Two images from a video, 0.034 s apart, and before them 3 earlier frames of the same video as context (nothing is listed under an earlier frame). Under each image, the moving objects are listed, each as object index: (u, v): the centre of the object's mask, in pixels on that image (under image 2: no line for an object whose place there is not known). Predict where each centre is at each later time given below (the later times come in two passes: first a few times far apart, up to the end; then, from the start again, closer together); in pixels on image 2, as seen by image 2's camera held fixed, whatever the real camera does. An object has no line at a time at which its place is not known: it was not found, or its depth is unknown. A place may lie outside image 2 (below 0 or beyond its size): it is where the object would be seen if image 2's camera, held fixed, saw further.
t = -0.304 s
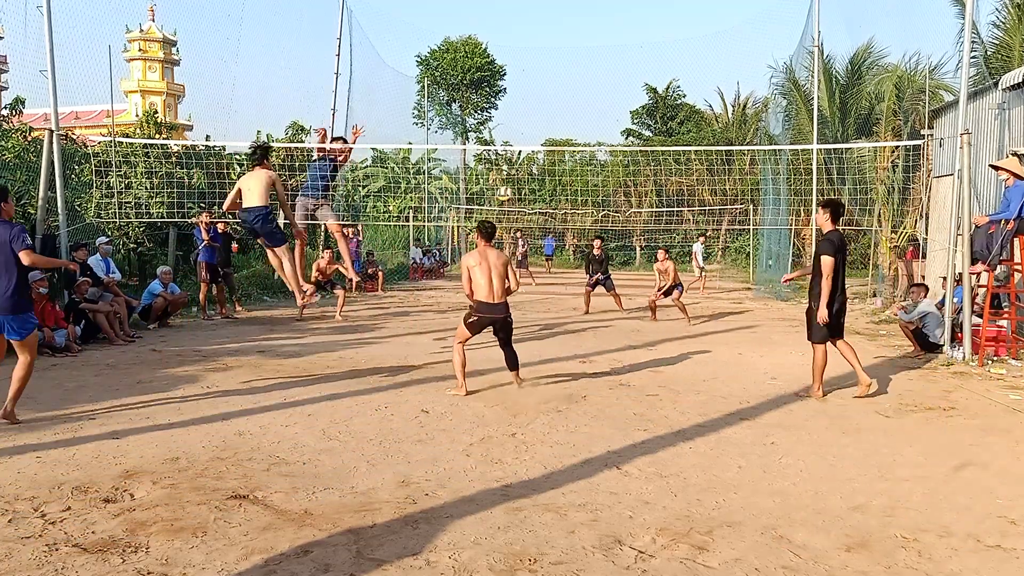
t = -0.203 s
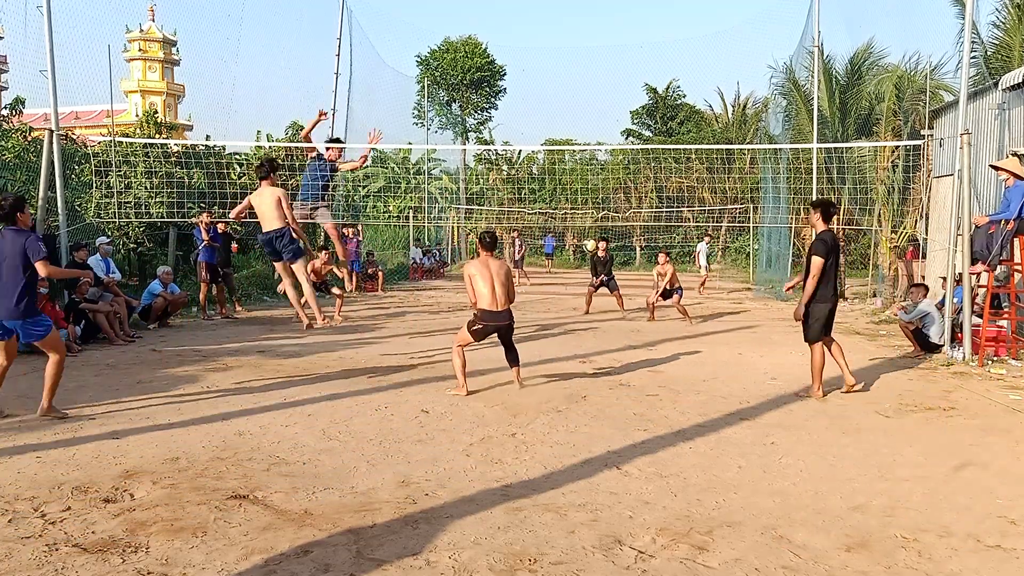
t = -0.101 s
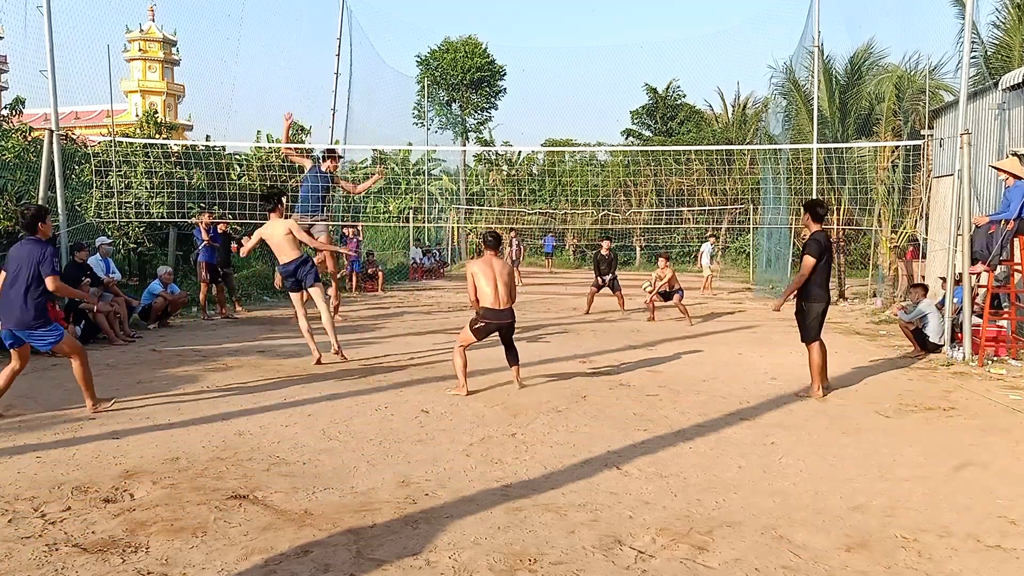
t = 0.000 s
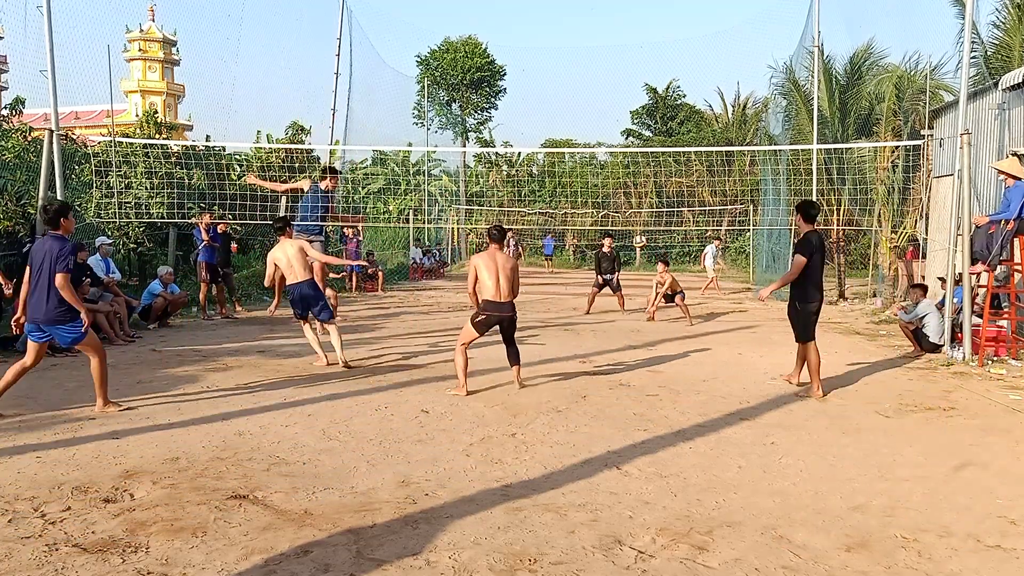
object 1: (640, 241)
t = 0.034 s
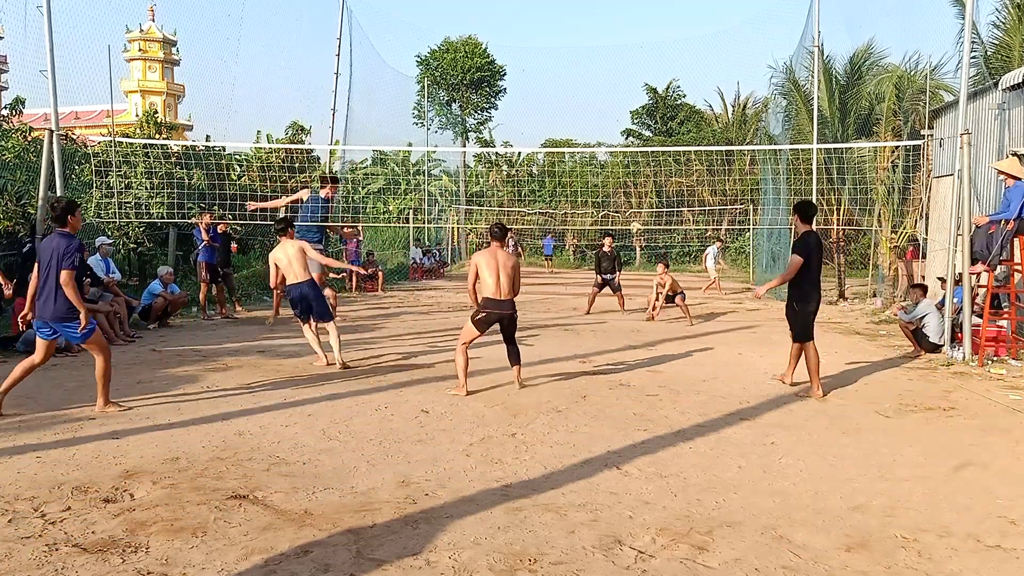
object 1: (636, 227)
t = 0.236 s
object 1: (621, 153)
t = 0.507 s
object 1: (599, 77)
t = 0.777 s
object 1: (572, 44)
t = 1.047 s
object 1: (541, 65)
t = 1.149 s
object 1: (527, 91)
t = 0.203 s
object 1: (623, 162)
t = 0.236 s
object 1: (621, 153)
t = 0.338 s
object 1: (613, 119)
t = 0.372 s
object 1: (610, 109)
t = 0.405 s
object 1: (607, 101)
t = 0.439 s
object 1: (604, 92)
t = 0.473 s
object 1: (601, 84)
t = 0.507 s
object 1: (599, 77)
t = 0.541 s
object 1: (595, 70)
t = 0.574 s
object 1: (592, 65)
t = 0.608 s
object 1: (589, 59)
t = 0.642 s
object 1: (586, 54)
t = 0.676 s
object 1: (583, 50)
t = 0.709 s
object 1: (579, 47)
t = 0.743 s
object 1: (576, 45)
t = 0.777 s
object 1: (572, 44)
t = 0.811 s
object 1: (569, 43)
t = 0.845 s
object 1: (565, 43)
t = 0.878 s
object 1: (561, 44)
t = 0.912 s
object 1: (557, 46)
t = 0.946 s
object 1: (553, 50)
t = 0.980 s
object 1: (549, 54)
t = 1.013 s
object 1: (545, 59)
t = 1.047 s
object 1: (541, 65)
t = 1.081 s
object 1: (536, 72)
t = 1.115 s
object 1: (531, 81)
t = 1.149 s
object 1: (527, 91)
